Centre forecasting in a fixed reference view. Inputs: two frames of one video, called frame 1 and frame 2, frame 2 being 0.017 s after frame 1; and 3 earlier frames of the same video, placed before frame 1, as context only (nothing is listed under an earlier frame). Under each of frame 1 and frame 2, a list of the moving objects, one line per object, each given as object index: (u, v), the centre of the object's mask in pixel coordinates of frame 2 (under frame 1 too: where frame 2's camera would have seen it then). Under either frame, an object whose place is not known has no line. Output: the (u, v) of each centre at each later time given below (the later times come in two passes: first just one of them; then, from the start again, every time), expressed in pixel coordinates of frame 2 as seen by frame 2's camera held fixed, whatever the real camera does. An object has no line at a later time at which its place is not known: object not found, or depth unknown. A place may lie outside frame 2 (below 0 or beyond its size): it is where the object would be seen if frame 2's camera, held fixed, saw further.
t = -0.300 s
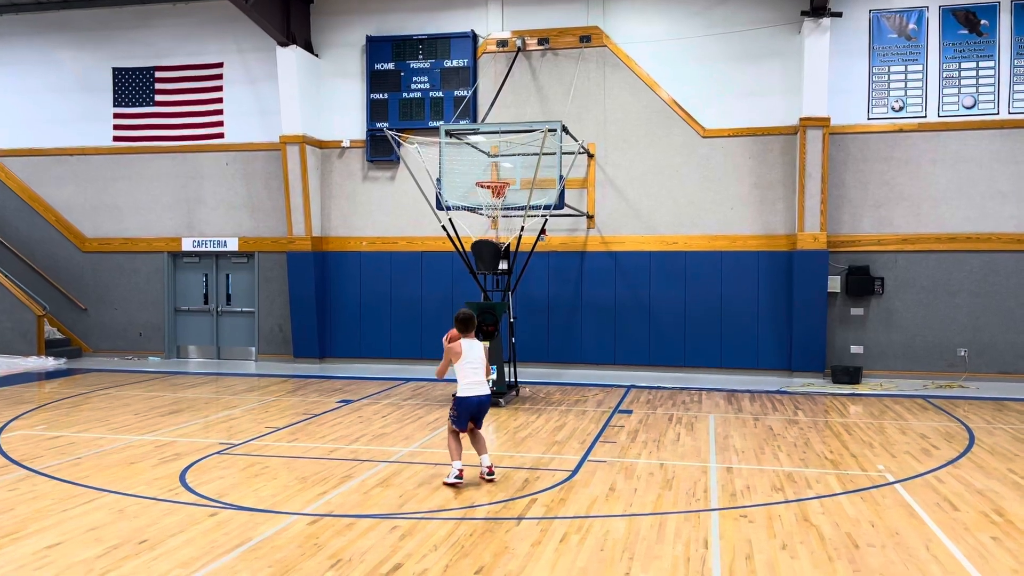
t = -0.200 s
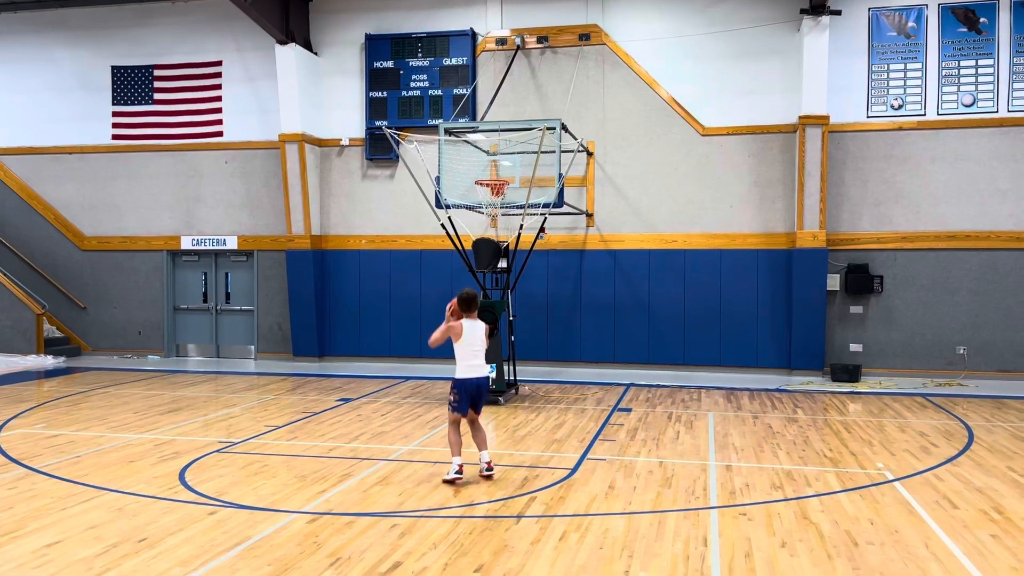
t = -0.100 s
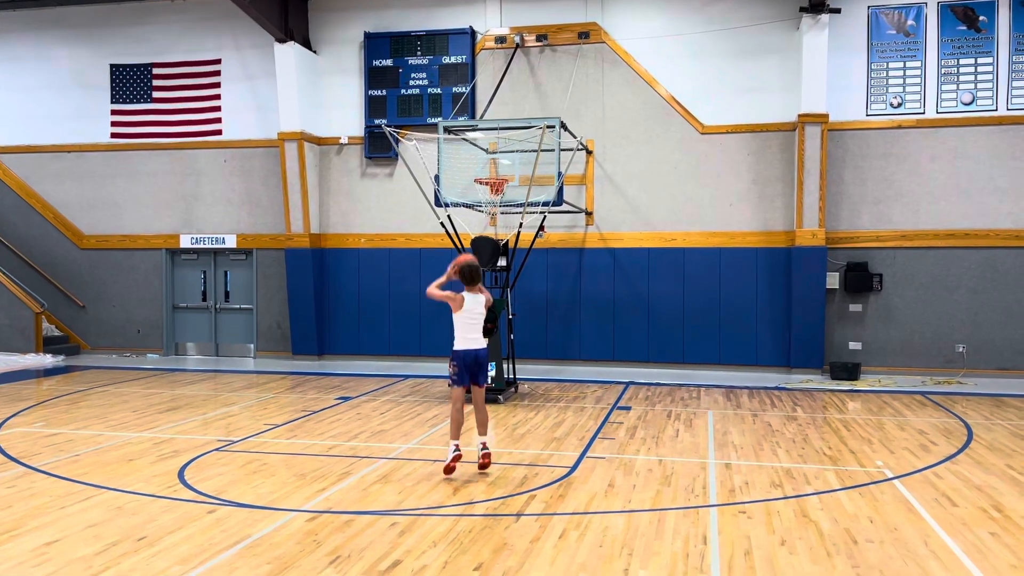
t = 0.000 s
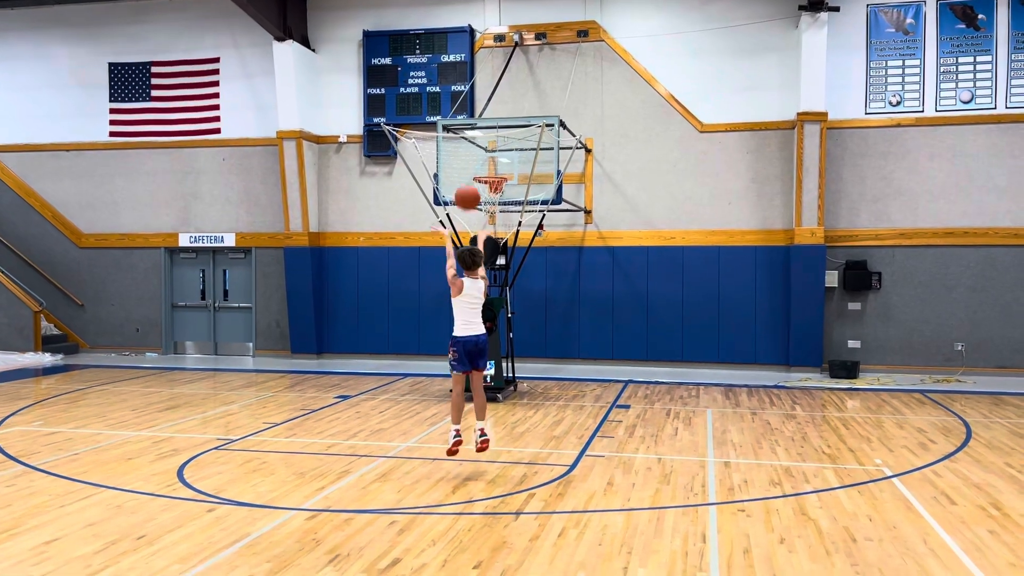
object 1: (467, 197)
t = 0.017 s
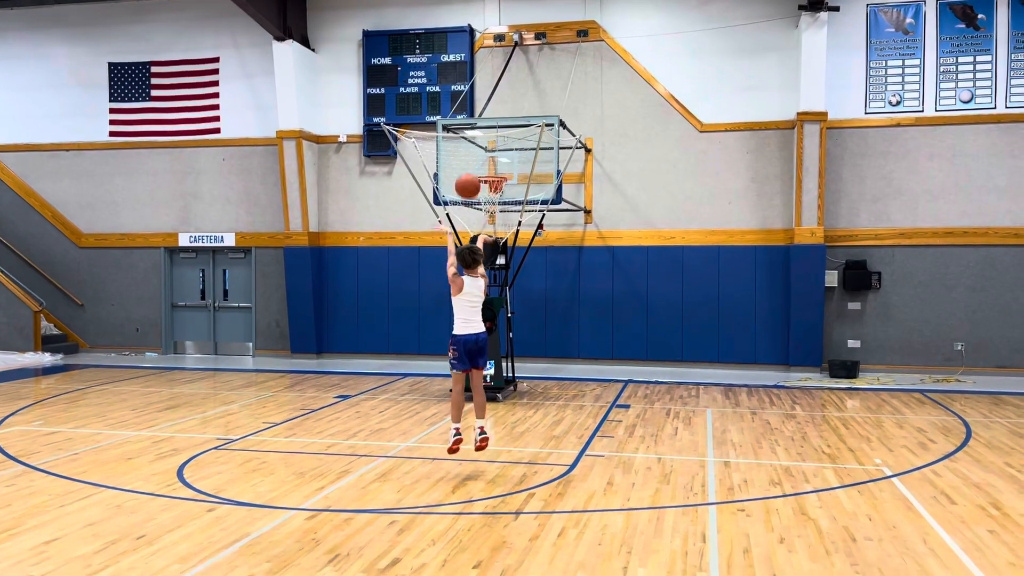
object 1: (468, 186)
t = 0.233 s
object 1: (471, 82)
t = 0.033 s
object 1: (468, 176)
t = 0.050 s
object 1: (468, 166)
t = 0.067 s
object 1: (468, 156)
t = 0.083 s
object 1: (469, 147)
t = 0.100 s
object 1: (469, 138)
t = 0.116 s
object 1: (470, 130)
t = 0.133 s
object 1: (470, 122)
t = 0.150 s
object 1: (470, 114)
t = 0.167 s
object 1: (470, 107)
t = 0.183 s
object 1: (471, 100)
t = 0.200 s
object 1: (471, 94)
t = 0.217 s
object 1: (471, 88)
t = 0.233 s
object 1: (471, 82)
